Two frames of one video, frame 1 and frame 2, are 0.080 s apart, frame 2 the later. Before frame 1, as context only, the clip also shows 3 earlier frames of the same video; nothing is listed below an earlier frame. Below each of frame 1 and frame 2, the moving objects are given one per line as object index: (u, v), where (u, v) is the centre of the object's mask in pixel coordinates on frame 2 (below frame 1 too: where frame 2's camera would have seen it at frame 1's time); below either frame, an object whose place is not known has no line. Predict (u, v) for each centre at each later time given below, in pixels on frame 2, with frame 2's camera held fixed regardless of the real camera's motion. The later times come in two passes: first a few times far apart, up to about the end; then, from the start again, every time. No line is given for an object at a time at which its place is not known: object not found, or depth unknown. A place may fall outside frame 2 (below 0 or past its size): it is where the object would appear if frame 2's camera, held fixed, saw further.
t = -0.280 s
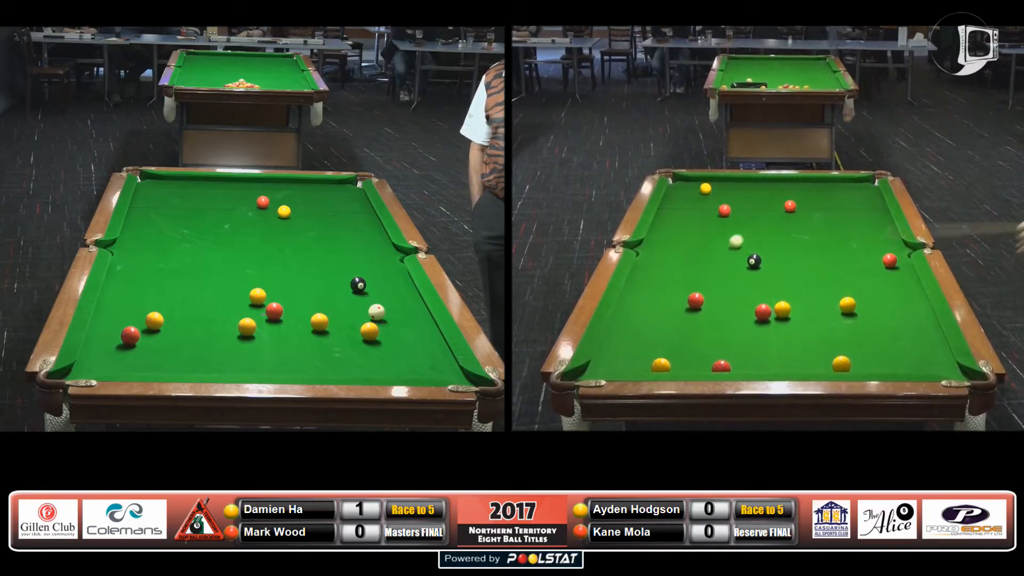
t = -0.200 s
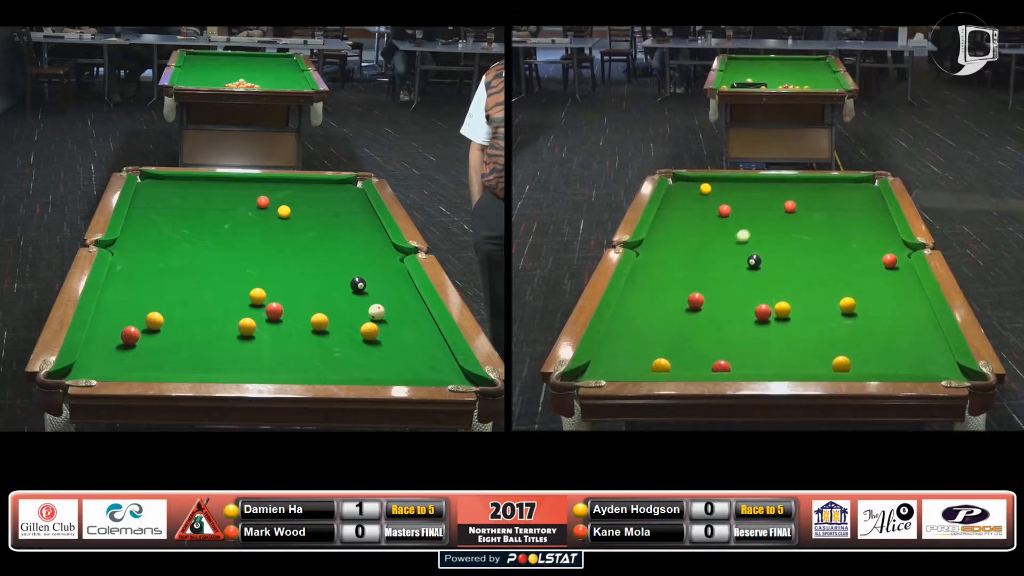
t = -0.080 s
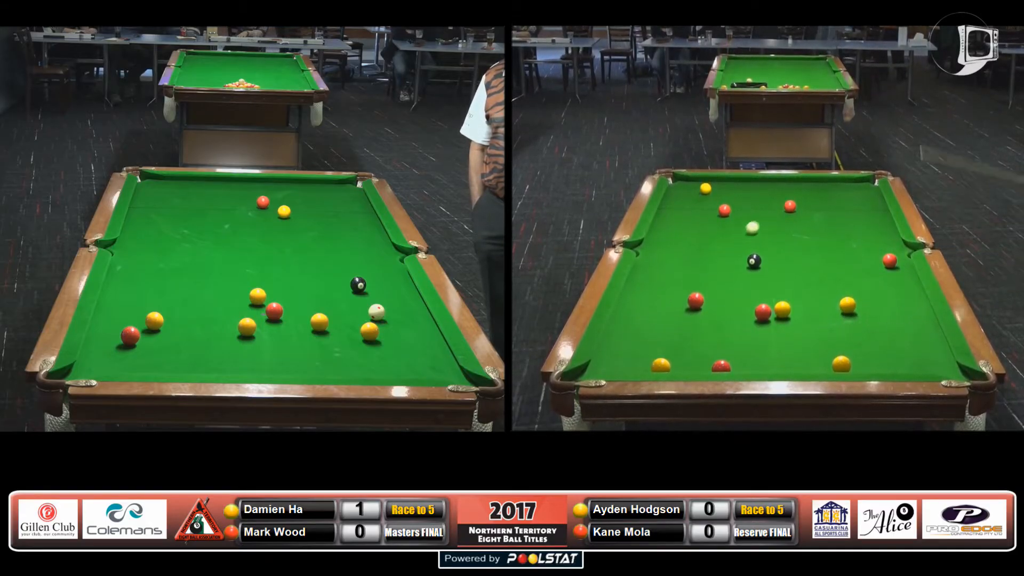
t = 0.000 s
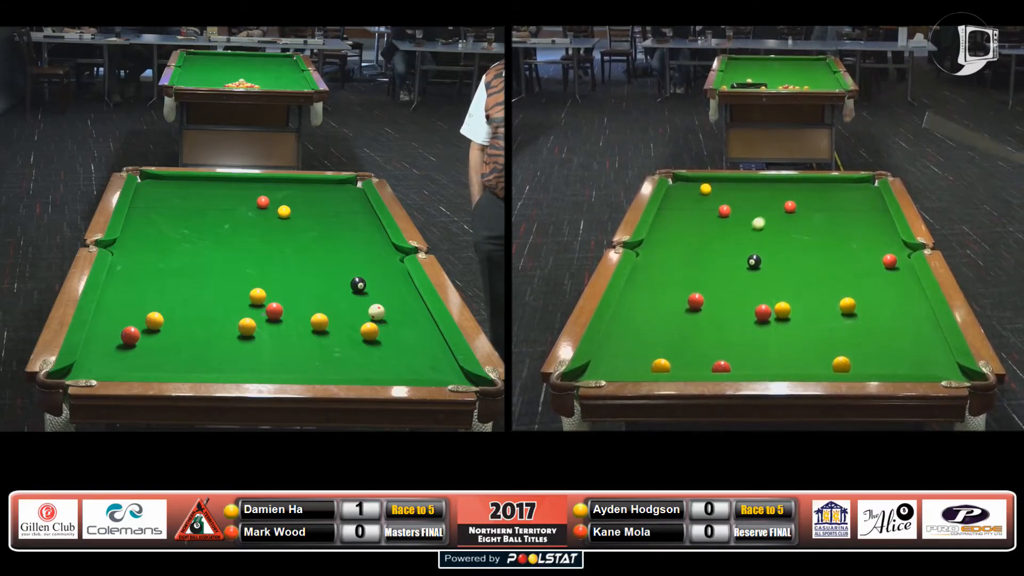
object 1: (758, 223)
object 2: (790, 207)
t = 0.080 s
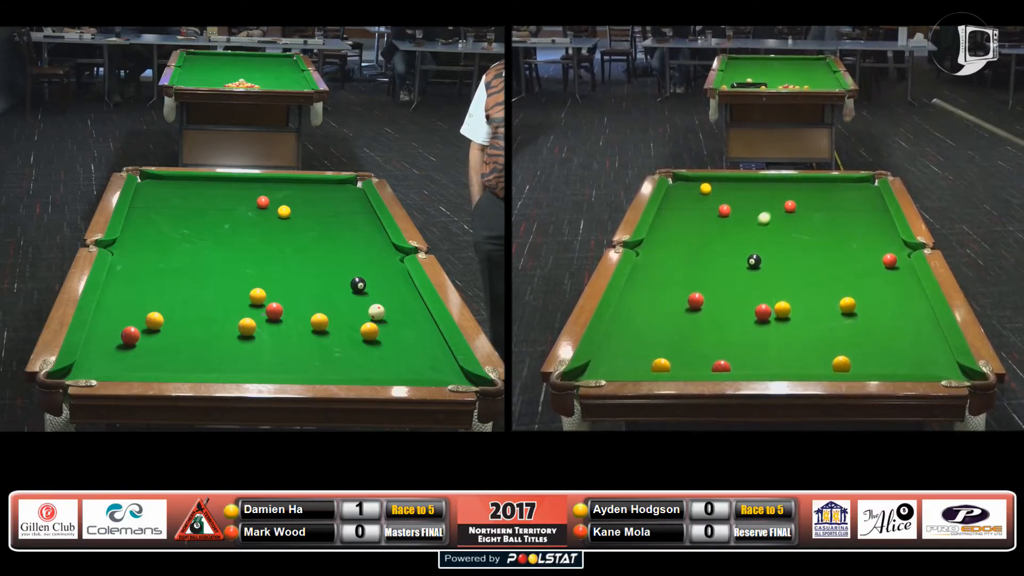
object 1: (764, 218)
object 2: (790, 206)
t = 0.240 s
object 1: (775, 209)
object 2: (790, 206)
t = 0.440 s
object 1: (780, 199)
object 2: (795, 206)
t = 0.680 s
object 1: (784, 189)
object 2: (802, 206)
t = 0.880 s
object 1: (787, 181)
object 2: (806, 206)
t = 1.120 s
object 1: (789, 184)
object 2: (810, 206)
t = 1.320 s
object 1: (791, 188)
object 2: (813, 206)
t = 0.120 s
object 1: (767, 215)
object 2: (790, 206)
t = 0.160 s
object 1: (770, 213)
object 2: (790, 207)
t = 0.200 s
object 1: (772, 211)
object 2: (790, 206)
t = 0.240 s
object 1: (775, 209)
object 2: (790, 206)
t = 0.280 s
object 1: (777, 207)
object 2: (790, 206)
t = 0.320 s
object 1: (778, 205)
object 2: (791, 206)
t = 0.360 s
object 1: (779, 203)
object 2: (792, 206)
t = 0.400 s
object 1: (780, 201)
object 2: (794, 206)
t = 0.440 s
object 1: (780, 199)
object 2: (795, 206)
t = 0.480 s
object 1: (781, 197)
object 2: (796, 206)
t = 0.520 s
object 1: (782, 196)
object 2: (797, 206)
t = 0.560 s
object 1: (782, 194)
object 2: (799, 206)
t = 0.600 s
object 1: (783, 192)
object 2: (800, 206)
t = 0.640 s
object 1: (783, 190)
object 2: (801, 206)
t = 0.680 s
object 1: (784, 189)
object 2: (802, 206)
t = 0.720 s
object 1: (784, 187)
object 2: (803, 206)
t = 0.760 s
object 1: (785, 185)
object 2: (804, 206)
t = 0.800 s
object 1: (786, 184)
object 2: (804, 206)
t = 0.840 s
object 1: (786, 182)
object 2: (805, 206)
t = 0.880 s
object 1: (787, 181)
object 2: (806, 206)
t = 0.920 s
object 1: (787, 180)
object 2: (807, 206)
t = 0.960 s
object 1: (788, 180)
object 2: (808, 206)
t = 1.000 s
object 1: (788, 181)
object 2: (808, 206)
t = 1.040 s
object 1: (788, 182)
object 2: (809, 206)
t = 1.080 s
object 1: (789, 183)
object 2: (810, 206)
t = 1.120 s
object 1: (789, 184)
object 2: (810, 206)
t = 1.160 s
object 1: (789, 185)
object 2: (811, 206)
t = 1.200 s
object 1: (790, 186)
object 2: (811, 206)
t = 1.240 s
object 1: (790, 187)
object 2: (812, 206)
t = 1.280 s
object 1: (790, 188)
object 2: (812, 206)
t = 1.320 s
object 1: (791, 188)
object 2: (813, 206)
